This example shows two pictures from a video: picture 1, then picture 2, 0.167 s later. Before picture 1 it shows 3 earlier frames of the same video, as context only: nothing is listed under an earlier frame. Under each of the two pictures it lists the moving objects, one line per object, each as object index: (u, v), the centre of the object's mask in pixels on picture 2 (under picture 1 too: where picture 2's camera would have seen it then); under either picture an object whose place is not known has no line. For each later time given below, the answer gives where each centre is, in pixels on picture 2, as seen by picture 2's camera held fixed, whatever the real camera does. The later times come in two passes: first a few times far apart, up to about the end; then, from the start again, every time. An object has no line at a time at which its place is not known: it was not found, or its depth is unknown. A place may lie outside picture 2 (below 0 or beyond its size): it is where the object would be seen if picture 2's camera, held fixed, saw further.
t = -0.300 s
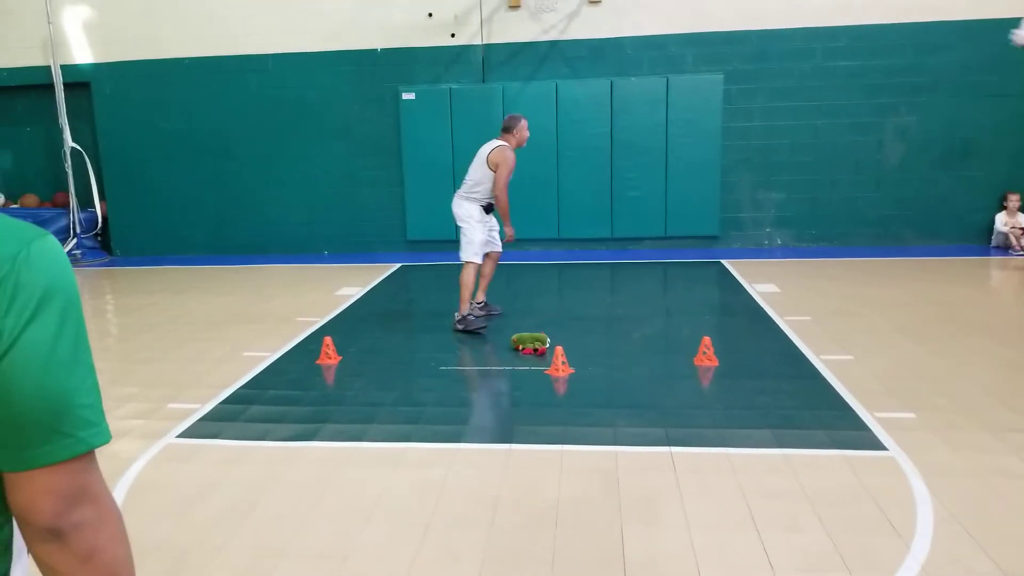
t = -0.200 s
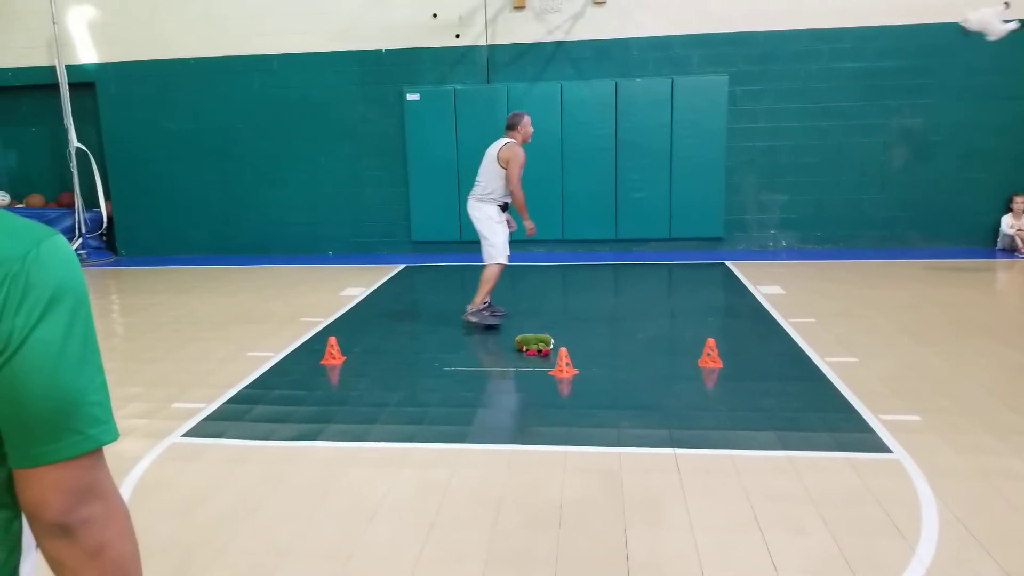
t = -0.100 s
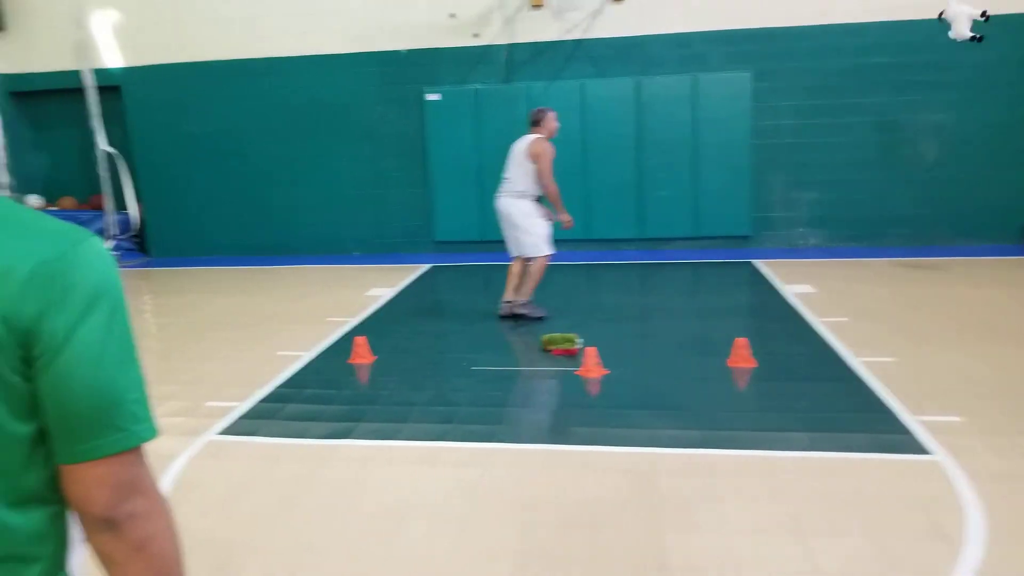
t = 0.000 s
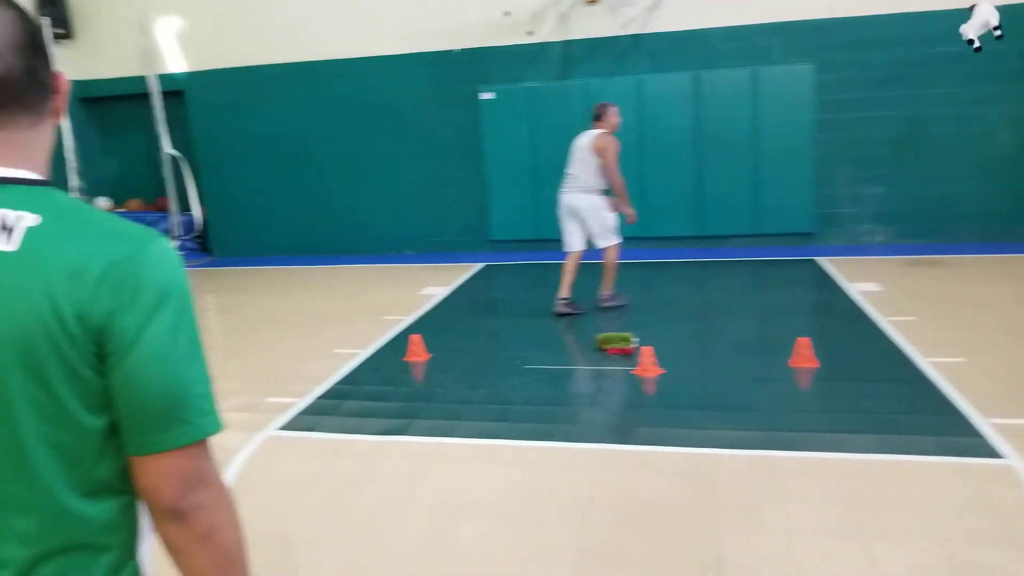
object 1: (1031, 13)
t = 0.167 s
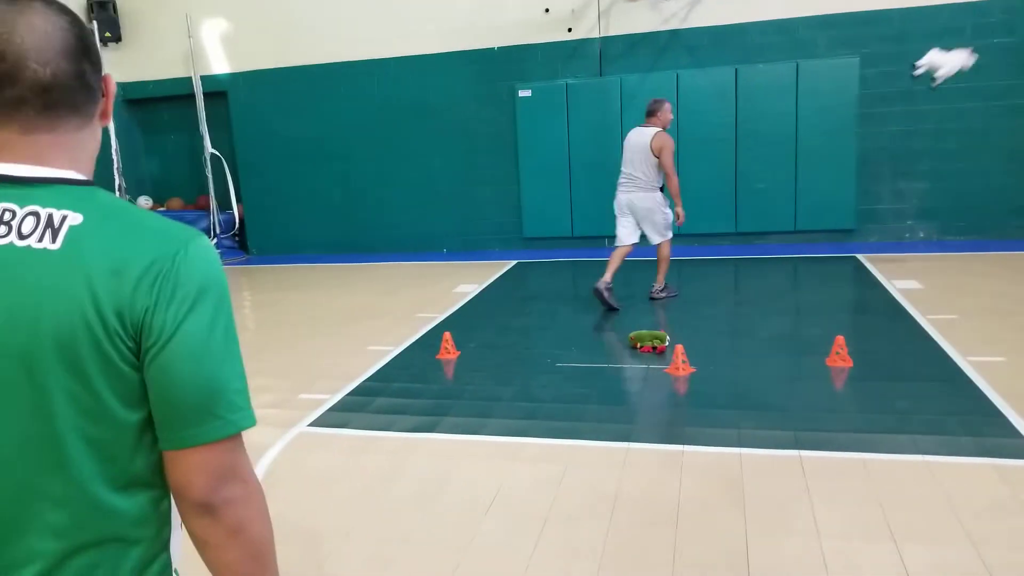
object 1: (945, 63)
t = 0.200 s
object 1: (928, 77)
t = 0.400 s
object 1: (840, 170)
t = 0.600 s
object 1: (775, 260)
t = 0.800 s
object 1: (757, 260)
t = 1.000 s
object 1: (751, 259)
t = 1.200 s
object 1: (751, 259)
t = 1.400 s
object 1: (751, 259)
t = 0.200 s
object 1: (928, 77)
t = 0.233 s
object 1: (911, 91)
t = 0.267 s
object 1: (894, 106)
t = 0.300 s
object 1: (878, 121)
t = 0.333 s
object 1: (868, 137)
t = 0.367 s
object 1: (854, 154)
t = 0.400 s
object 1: (840, 170)
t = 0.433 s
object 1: (827, 188)
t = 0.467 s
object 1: (814, 206)
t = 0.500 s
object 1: (802, 225)
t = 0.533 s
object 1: (790, 244)
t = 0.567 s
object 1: (781, 259)
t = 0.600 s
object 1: (775, 260)
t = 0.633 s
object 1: (772, 258)
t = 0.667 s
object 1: (769, 258)
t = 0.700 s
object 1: (766, 257)
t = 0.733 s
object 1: (763, 257)
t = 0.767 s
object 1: (760, 258)
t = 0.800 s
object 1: (757, 260)
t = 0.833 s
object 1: (755, 260)
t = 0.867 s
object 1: (753, 259)
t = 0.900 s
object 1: (752, 259)
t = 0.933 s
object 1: (751, 259)
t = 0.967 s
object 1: (751, 259)
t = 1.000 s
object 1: (751, 259)
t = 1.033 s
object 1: (751, 259)
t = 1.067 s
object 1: (751, 259)
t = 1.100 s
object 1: (751, 259)
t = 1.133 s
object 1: (750, 259)
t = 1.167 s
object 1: (751, 259)
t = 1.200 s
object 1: (751, 259)
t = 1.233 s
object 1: (751, 259)
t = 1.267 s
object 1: (751, 259)
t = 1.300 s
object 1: (751, 259)
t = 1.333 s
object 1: (751, 259)
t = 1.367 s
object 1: (752, 259)
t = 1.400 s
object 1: (751, 259)
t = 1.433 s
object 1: (751, 259)
